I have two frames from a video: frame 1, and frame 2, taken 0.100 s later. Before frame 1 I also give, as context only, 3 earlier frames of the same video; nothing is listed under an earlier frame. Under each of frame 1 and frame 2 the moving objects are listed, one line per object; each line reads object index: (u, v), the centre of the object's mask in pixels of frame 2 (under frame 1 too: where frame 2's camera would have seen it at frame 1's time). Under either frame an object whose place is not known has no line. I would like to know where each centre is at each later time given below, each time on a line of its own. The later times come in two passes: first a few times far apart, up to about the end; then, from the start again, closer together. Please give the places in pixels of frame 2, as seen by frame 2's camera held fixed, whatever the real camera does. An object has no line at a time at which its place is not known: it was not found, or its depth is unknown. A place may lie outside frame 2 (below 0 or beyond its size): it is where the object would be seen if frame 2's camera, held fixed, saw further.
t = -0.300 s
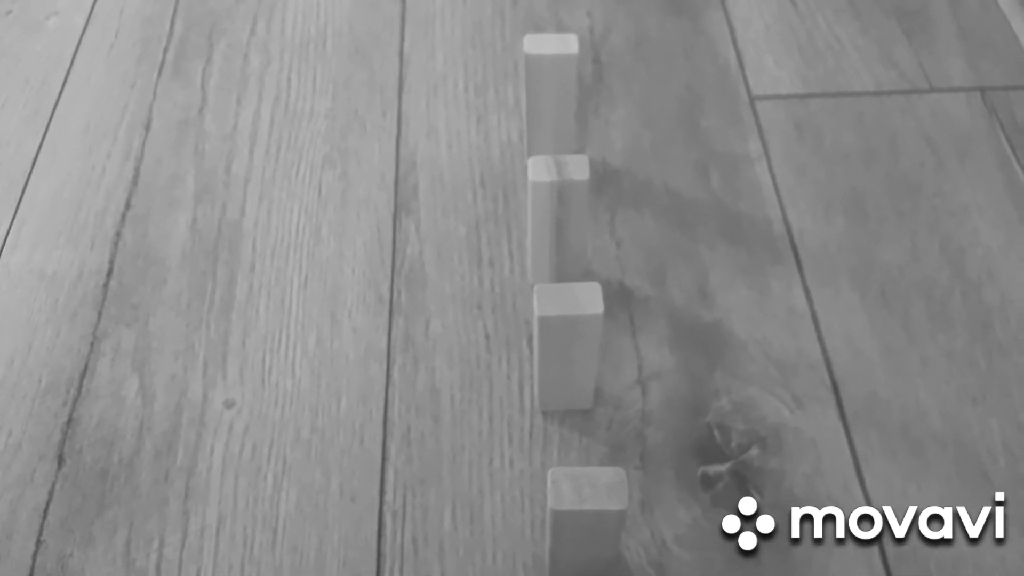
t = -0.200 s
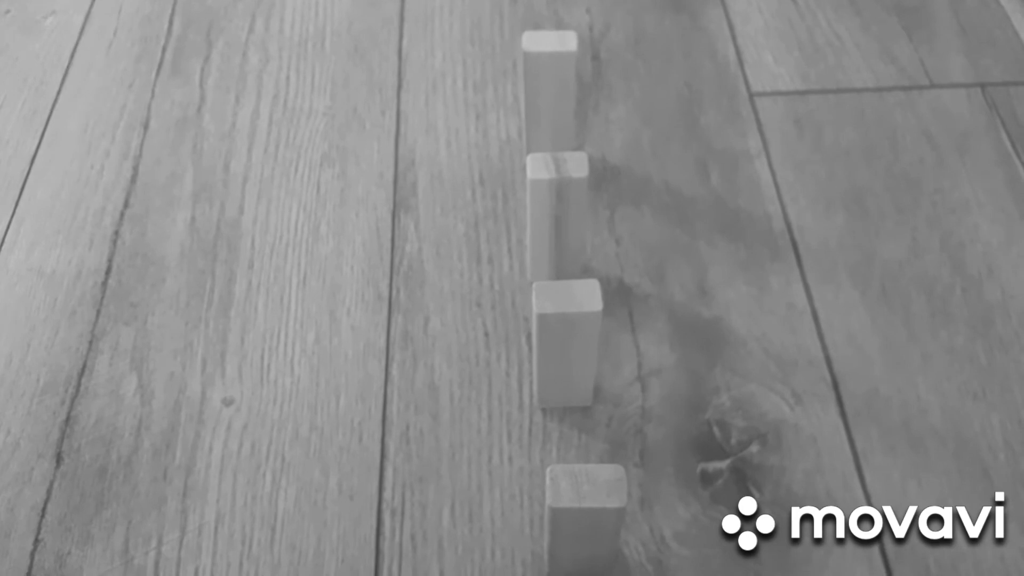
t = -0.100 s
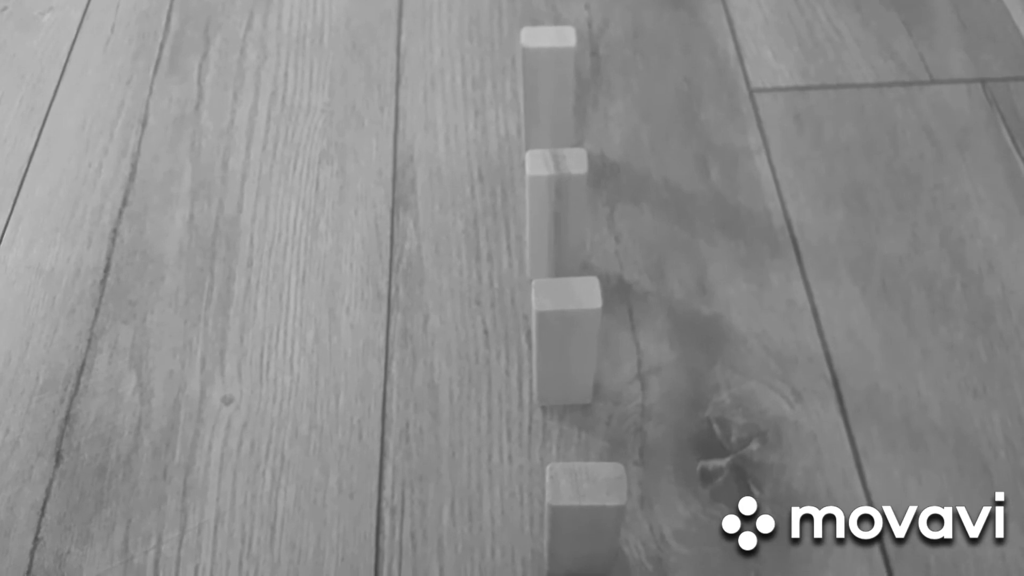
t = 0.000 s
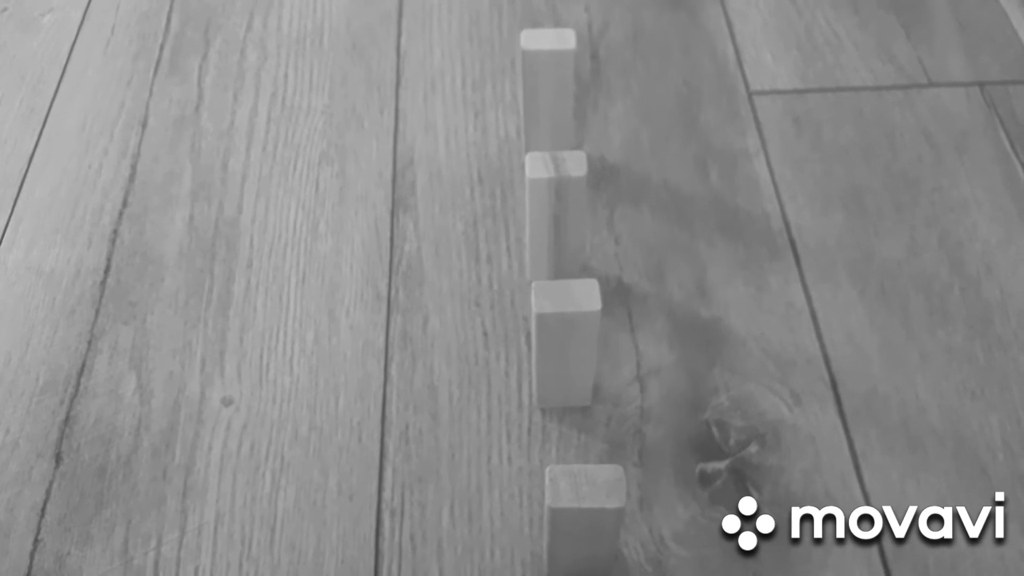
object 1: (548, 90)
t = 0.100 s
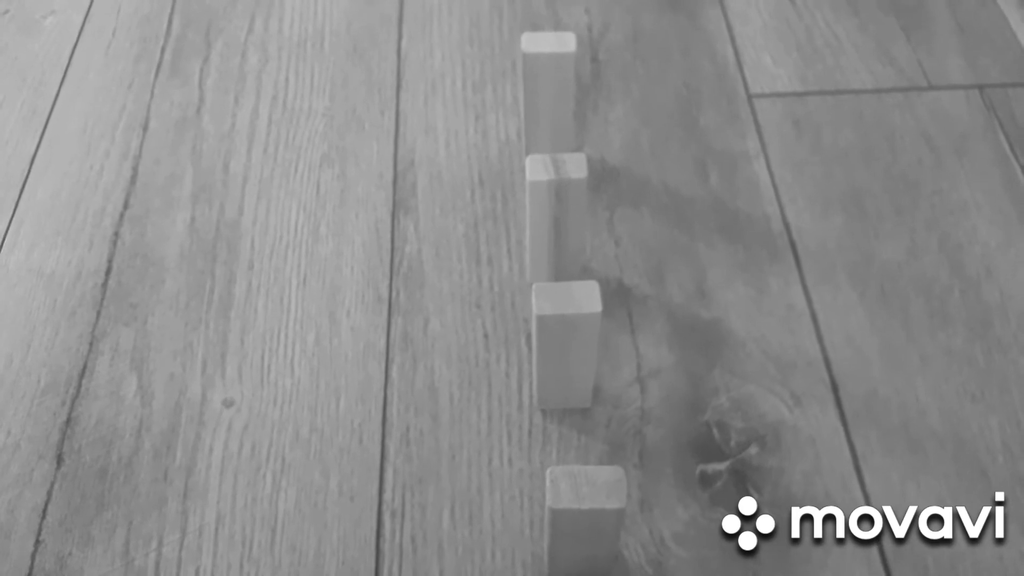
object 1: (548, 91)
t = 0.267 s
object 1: (549, 90)
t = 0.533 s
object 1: (548, 90)
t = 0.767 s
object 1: (549, 63)
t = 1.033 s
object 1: (530, 66)
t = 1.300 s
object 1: (530, 67)
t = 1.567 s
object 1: (530, 67)
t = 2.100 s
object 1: (530, 67)
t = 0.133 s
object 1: (549, 91)
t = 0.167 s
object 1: (549, 91)
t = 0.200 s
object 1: (548, 91)
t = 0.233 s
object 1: (549, 91)
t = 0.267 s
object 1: (549, 90)
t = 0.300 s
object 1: (549, 90)
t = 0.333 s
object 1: (549, 89)
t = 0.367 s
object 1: (549, 90)
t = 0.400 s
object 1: (549, 90)
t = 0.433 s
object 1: (549, 90)
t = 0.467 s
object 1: (549, 90)
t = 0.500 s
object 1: (549, 90)
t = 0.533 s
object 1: (548, 90)
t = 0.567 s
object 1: (549, 90)
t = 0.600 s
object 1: (549, 86)
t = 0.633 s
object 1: (548, 74)
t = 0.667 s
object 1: (549, 69)
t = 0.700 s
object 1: (550, 69)
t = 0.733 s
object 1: (551, 64)
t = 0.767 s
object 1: (549, 63)
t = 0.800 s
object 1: (545, 62)
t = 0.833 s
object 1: (540, 66)
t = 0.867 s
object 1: (536, 65)
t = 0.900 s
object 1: (534, 73)
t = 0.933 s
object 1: (531, 69)
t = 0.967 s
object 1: (530, 67)
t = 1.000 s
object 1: (531, 66)
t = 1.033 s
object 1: (530, 66)
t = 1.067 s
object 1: (530, 66)
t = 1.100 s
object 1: (531, 67)
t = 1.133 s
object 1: (530, 66)
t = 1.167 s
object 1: (530, 67)
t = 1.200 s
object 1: (530, 67)
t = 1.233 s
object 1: (530, 66)
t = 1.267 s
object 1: (530, 66)
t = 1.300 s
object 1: (530, 67)
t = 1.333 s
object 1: (530, 67)
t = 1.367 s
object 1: (530, 67)
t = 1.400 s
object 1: (530, 67)
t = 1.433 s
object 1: (530, 67)
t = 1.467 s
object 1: (531, 66)
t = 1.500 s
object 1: (530, 66)
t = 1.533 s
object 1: (530, 67)
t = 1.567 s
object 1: (530, 67)
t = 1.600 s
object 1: (531, 67)
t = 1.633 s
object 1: (530, 67)
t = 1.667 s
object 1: (531, 67)
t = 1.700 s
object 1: (530, 67)
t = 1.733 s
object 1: (530, 67)
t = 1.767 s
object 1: (530, 67)
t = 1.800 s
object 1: (530, 67)
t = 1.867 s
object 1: (530, 67)
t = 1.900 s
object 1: (530, 67)
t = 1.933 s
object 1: (530, 67)
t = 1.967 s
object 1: (530, 67)
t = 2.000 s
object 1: (530, 67)
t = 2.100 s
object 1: (530, 67)
